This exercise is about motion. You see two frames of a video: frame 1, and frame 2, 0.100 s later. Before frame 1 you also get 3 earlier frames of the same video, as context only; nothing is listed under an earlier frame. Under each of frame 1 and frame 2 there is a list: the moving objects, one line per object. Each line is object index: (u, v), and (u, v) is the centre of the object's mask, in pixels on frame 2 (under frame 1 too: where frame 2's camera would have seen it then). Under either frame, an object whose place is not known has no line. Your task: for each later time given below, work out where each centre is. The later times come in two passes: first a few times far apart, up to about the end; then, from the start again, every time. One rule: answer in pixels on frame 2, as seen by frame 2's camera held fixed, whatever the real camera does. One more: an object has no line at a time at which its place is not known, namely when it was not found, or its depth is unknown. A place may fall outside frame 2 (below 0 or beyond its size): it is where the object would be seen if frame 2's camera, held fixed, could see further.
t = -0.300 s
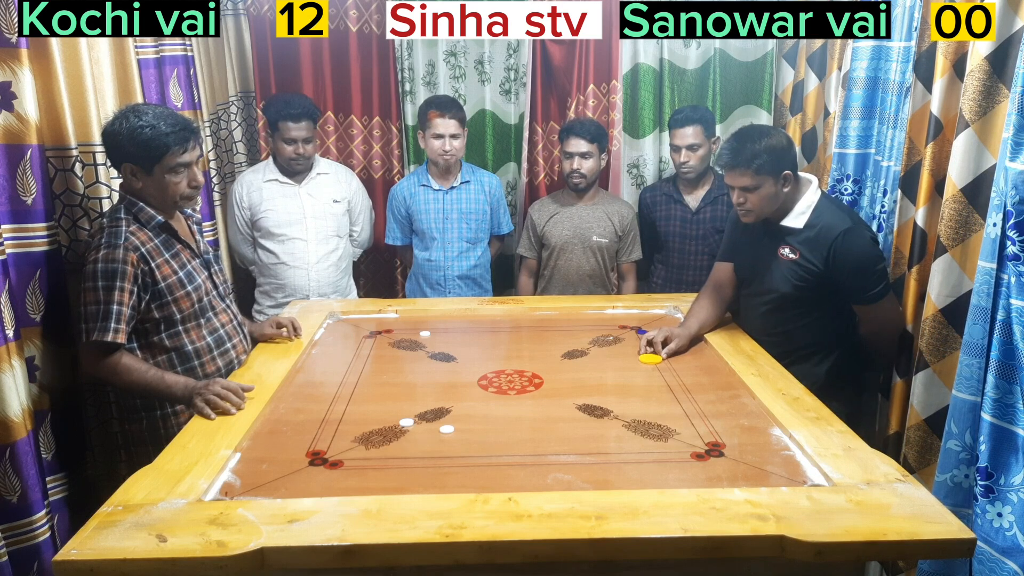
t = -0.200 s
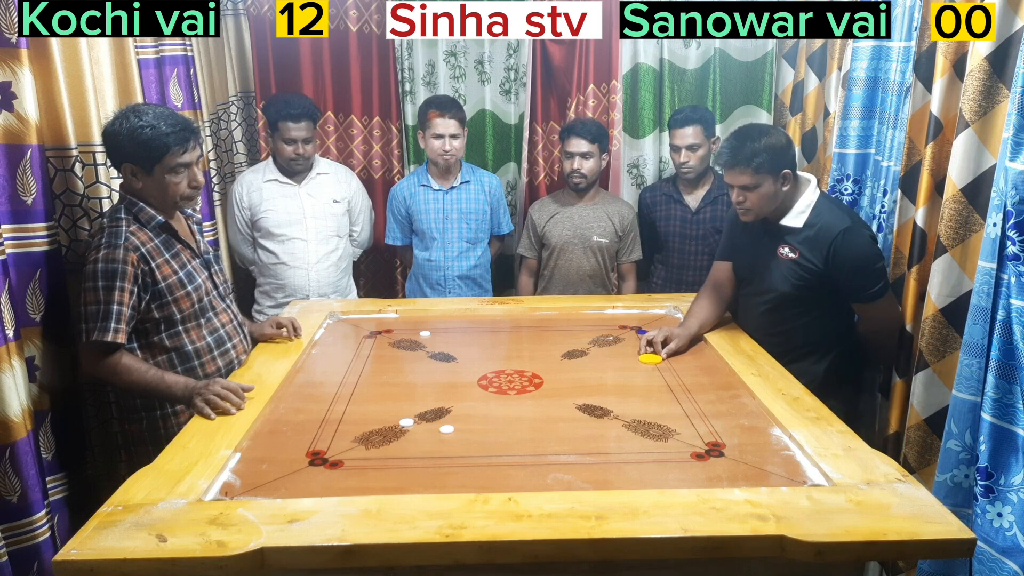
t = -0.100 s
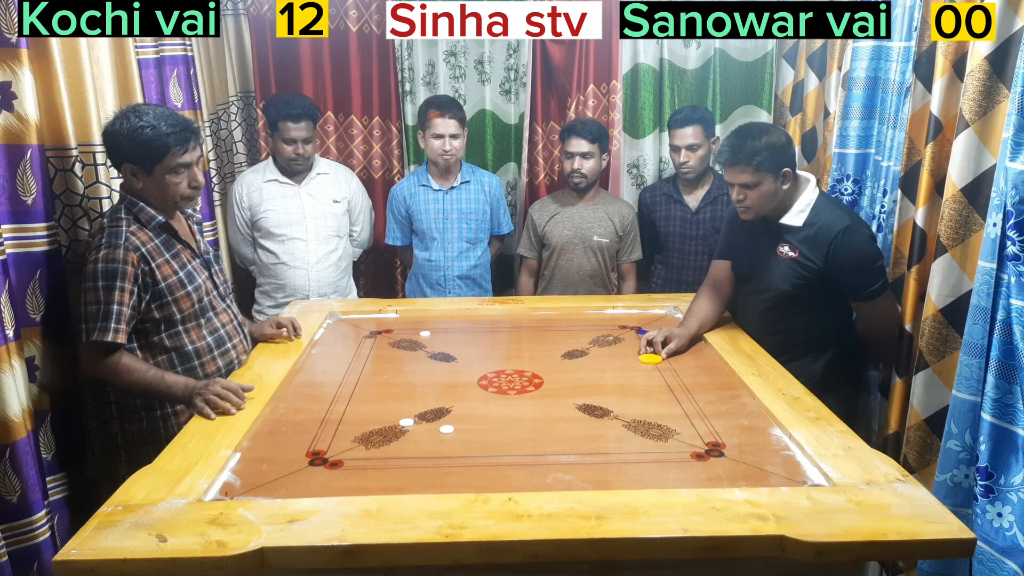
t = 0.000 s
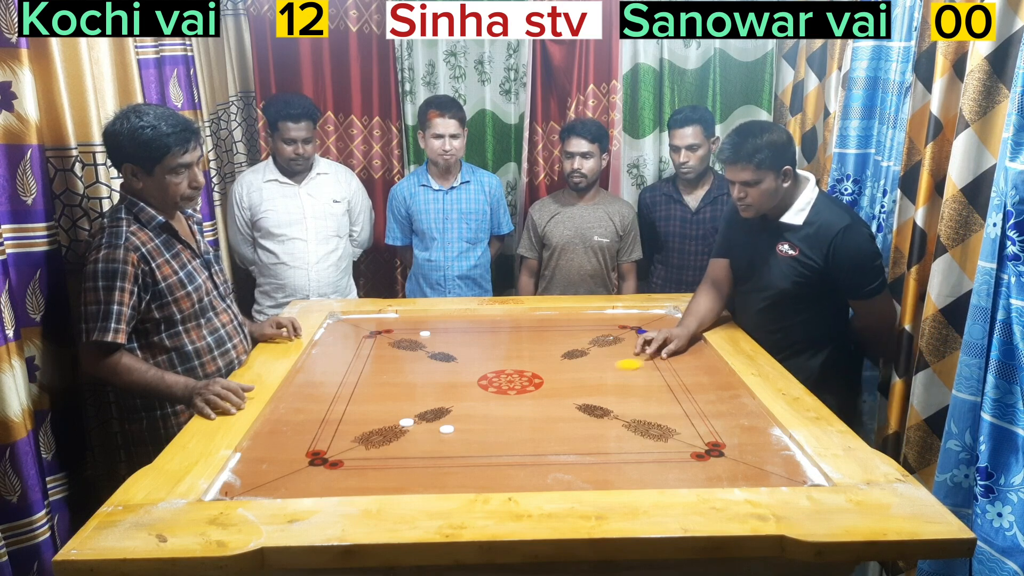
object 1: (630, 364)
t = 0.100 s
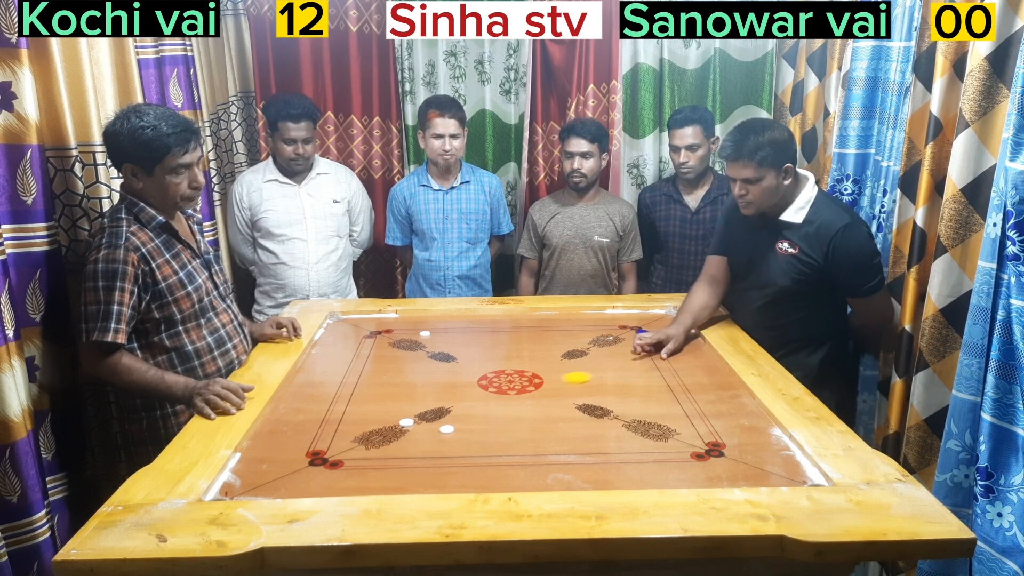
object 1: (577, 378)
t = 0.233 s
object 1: (505, 395)
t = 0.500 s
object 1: (375, 425)
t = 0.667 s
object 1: (313, 436)
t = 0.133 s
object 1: (559, 382)
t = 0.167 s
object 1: (541, 386)
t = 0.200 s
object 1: (523, 391)
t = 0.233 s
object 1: (505, 395)
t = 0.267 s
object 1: (487, 400)
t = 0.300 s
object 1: (469, 404)
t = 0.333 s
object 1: (450, 409)
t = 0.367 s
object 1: (432, 414)
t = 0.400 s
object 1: (416, 417)
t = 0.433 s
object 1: (401, 420)
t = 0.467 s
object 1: (388, 422)
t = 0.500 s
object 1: (375, 425)
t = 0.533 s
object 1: (362, 427)
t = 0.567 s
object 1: (349, 429)
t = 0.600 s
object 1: (337, 432)
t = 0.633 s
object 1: (324, 434)
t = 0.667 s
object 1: (313, 436)
